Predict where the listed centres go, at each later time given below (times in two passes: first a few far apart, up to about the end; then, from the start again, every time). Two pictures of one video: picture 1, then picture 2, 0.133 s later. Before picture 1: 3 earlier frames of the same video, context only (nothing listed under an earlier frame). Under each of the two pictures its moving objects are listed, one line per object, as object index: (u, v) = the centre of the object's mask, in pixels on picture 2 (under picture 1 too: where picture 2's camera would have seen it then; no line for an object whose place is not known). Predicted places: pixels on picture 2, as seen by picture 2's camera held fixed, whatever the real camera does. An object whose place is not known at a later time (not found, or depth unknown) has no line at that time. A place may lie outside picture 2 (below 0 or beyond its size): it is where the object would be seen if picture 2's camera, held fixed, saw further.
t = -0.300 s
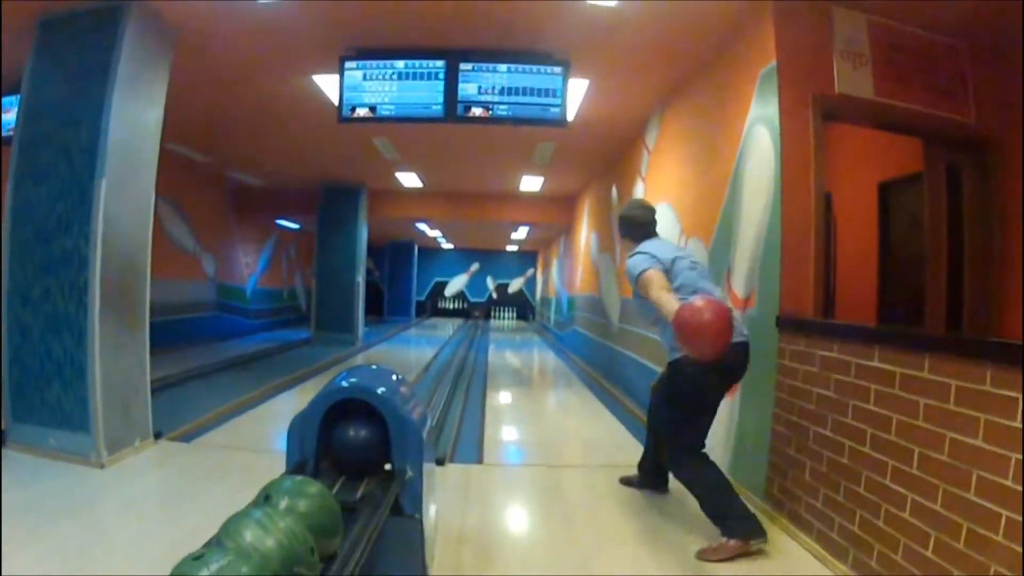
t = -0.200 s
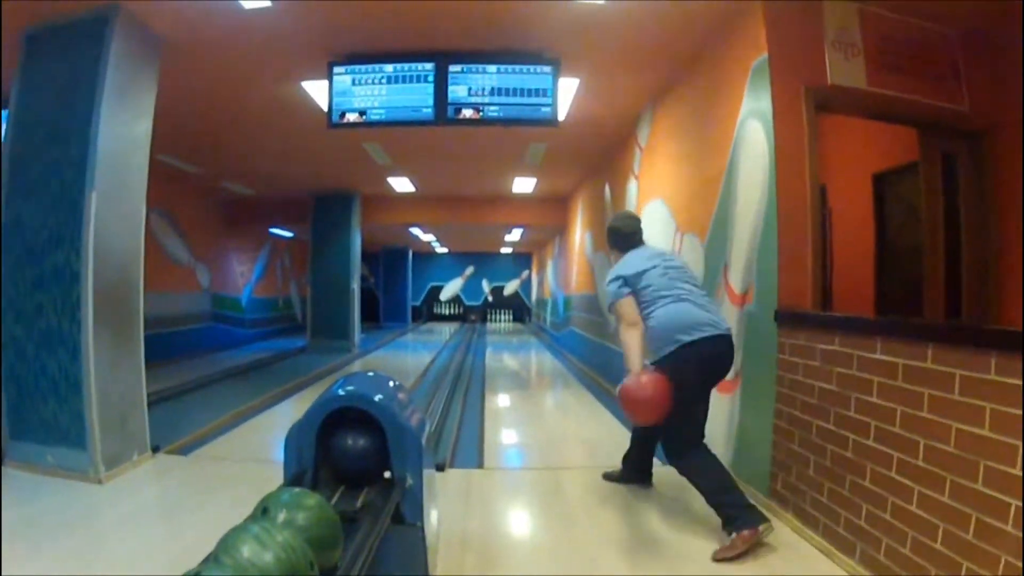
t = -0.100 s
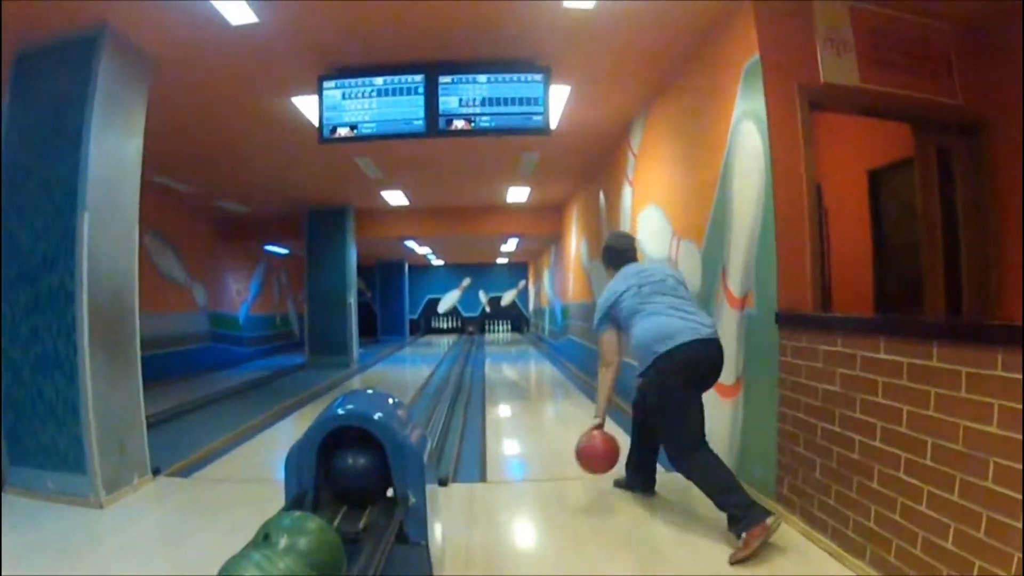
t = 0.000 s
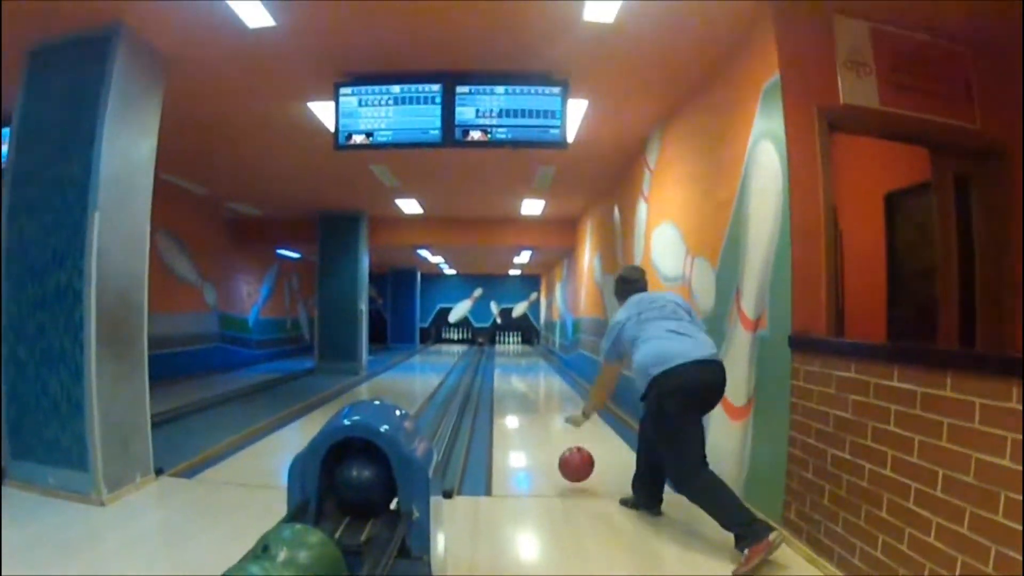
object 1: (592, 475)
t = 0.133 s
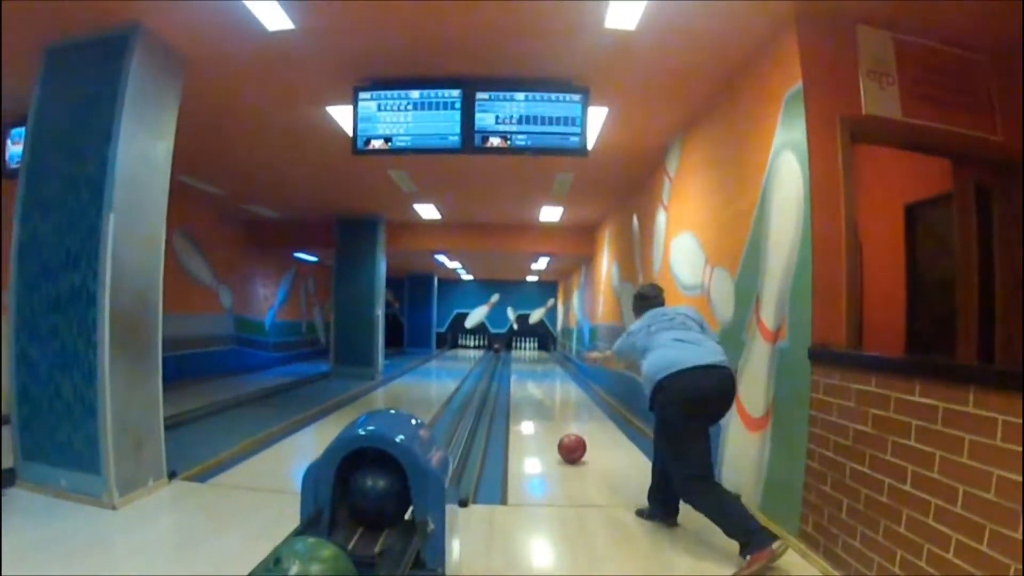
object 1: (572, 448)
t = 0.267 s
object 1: (559, 426)
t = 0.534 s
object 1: (544, 399)
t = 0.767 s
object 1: (536, 383)
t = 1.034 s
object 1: (531, 371)
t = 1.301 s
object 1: (528, 364)
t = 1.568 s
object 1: (527, 357)
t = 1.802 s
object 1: (527, 354)
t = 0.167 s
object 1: (568, 442)
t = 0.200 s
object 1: (565, 436)
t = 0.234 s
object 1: (562, 431)
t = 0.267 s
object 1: (559, 426)
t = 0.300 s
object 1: (557, 421)
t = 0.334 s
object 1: (554, 417)
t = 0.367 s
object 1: (552, 414)
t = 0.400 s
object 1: (550, 410)
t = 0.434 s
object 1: (549, 407)
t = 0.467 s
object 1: (547, 405)
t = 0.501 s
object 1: (545, 402)
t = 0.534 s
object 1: (544, 399)
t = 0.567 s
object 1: (542, 396)
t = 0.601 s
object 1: (541, 394)
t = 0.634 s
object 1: (540, 391)
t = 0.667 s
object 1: (539, 389)
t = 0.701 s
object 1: (538, 387)
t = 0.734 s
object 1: (537, 384)
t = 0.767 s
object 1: (536, 383)
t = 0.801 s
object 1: (535, 381)
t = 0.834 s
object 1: (535, 380)
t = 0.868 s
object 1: (534, 378)
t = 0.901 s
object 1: (533, 376)
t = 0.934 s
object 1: (533, 375)
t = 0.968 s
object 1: (532, 373)
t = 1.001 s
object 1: (532, 372)
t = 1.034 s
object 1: (531, 371)
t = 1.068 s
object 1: (531, 369)
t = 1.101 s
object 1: (530, 368)
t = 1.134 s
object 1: (530, 368)
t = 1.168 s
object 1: (528, 366)
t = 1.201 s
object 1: (528, 366)
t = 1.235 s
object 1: (528, 365)
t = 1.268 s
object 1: (528, 364)
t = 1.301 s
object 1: (528, 364)
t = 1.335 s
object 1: (528, 362)
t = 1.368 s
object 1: (528, 362)
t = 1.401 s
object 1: (527, 361)
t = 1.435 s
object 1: (528, 360)
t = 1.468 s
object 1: (527, 360)
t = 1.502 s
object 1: (527, 359)
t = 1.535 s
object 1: (527, 358)
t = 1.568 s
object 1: (527, 357)
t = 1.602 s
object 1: (527, 356)
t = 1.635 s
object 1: (527, 356)
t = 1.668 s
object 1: (527, 355)
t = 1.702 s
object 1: (527, 355)
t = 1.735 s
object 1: (527, 354)
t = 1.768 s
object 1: (527, 354)
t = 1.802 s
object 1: (527, 354)
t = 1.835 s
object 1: (527, 353)
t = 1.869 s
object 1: (526, 353)
